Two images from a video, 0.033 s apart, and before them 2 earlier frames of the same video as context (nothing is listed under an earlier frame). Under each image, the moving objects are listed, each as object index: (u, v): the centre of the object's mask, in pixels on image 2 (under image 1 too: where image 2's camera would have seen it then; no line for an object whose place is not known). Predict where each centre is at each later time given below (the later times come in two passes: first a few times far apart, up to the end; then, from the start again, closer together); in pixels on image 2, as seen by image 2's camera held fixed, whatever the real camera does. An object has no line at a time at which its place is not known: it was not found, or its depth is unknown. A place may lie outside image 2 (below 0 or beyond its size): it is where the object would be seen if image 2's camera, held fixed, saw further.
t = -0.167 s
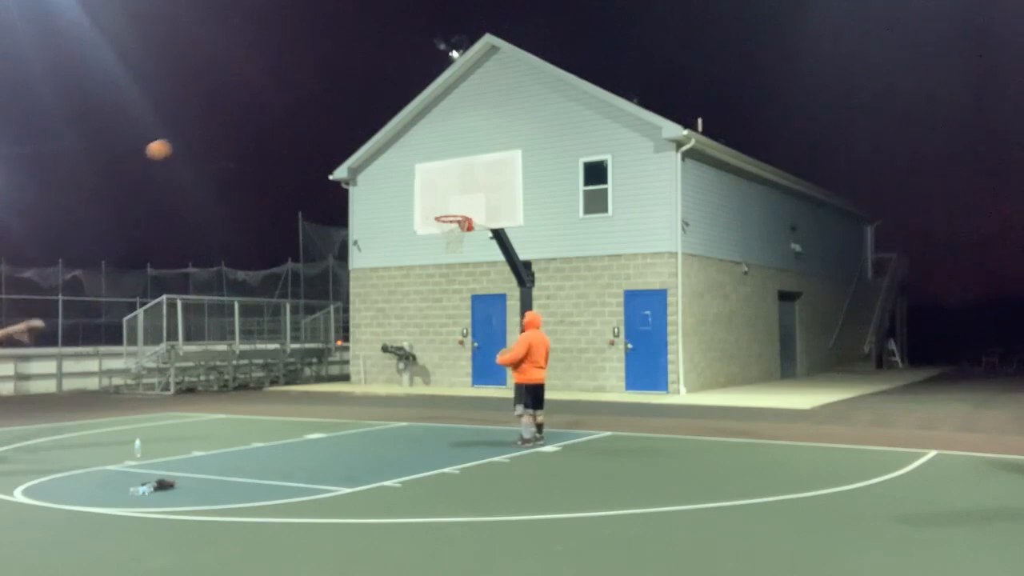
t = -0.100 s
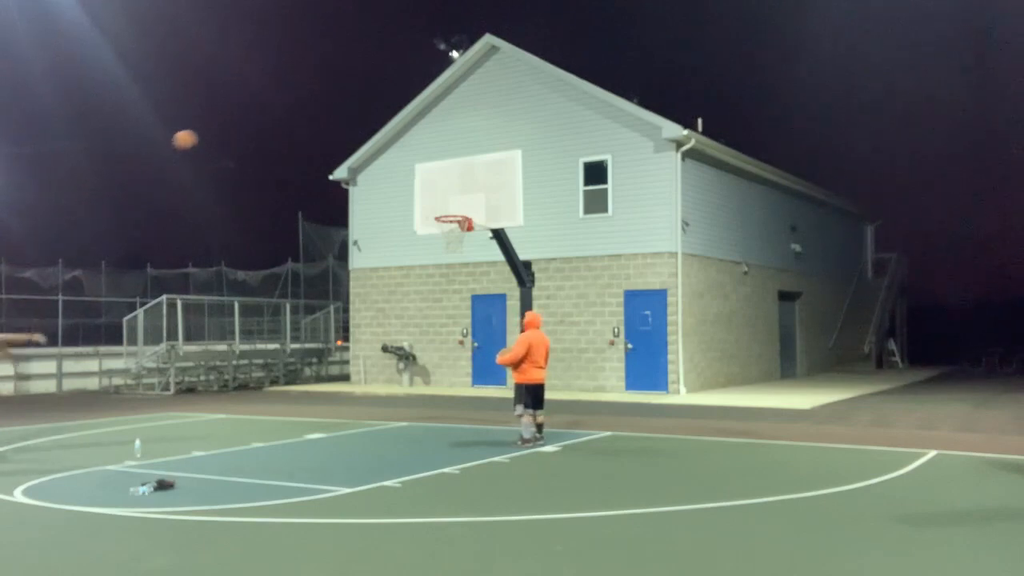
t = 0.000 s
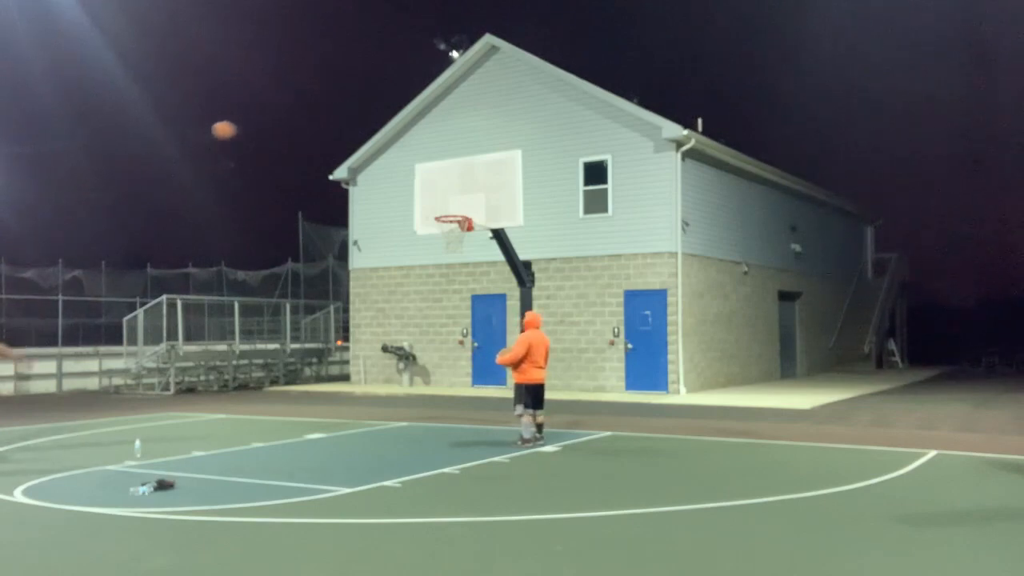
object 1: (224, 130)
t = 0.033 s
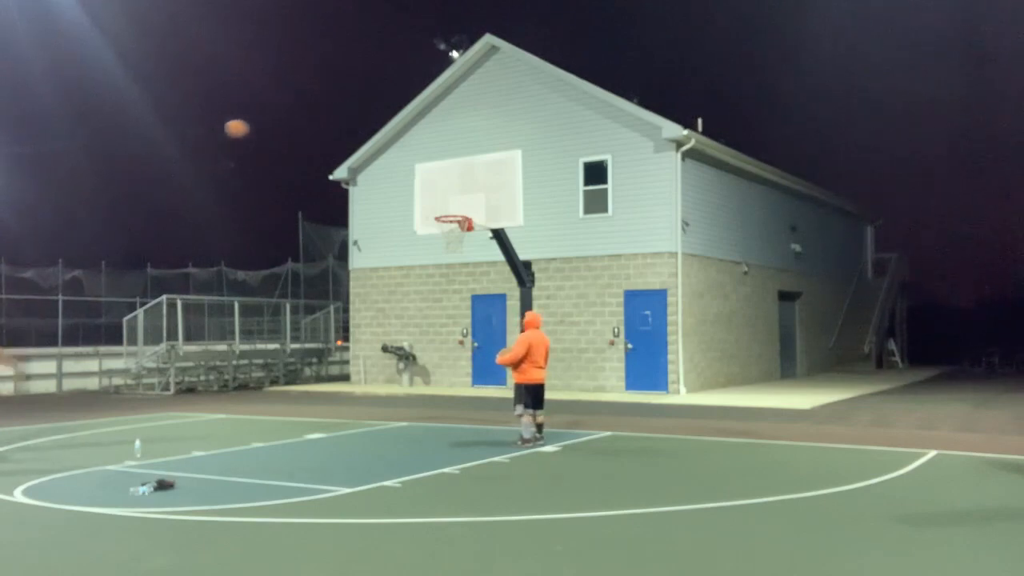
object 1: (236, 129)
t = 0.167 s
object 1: (287, 131)
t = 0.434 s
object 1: (383, 170)
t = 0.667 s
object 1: (439, 192)
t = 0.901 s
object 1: (431, 154)
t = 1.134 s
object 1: (415, 154)
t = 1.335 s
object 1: (400, 183)
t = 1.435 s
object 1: (393, 208)
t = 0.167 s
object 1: (287, 131)
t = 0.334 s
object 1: (346, 149)
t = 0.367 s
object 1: (359, 155)
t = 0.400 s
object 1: (370, 162)
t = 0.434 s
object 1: (383, 170)
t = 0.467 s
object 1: (395, 178)
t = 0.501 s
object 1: (406, 187)
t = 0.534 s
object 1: (417, 197)
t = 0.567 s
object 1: (429, 207)
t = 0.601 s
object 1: (436, 211)
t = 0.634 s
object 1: (438, 201)
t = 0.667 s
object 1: (439, 192)
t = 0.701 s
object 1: (440, 184)
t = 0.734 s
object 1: (441, 177)
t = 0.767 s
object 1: (441, 172)
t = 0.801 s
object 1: (440, 166)
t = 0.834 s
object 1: (437, 162)
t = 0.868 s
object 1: (434, 157)
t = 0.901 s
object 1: (431, 154)
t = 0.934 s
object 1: (429, 152)
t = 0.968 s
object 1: (426, 151)
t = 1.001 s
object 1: (424, 150)
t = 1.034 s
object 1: (422, 150)
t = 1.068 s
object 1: (419, 150)
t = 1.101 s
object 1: (417, 152)
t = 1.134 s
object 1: (415, 154)
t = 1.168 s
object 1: (412, 157)
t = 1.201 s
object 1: (410, 160)
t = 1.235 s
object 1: (407, 165)
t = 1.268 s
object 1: (405, 170)
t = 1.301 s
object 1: (402, 176)
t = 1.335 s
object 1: (400, 183)
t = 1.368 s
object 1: (398, 190)
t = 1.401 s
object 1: (395, 199)
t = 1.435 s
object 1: (393, 208)
